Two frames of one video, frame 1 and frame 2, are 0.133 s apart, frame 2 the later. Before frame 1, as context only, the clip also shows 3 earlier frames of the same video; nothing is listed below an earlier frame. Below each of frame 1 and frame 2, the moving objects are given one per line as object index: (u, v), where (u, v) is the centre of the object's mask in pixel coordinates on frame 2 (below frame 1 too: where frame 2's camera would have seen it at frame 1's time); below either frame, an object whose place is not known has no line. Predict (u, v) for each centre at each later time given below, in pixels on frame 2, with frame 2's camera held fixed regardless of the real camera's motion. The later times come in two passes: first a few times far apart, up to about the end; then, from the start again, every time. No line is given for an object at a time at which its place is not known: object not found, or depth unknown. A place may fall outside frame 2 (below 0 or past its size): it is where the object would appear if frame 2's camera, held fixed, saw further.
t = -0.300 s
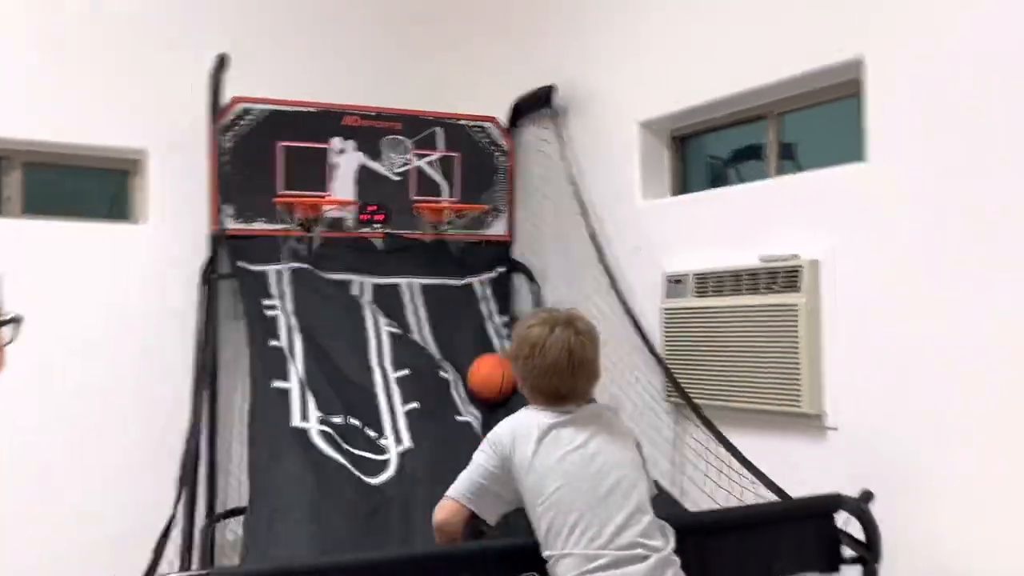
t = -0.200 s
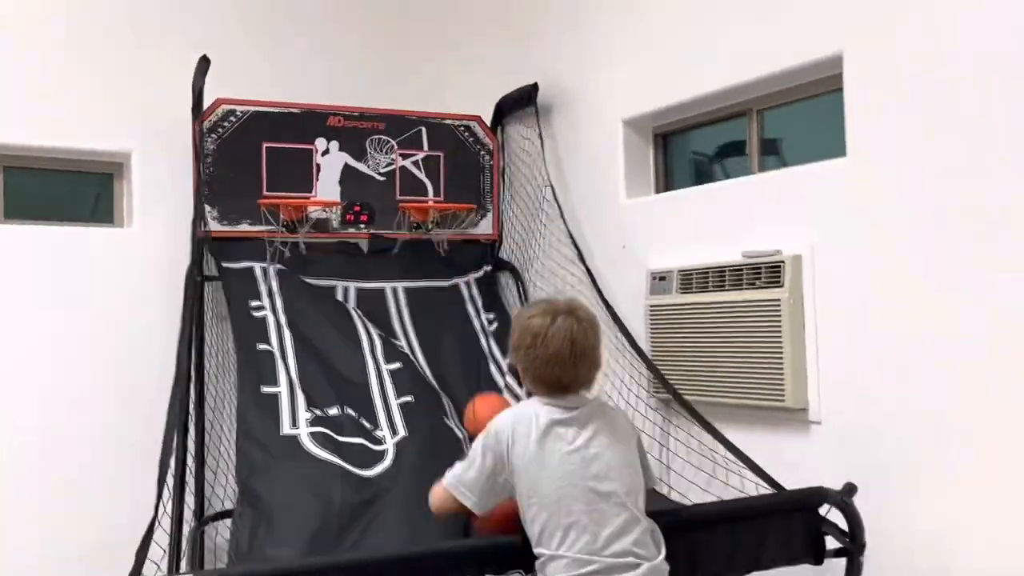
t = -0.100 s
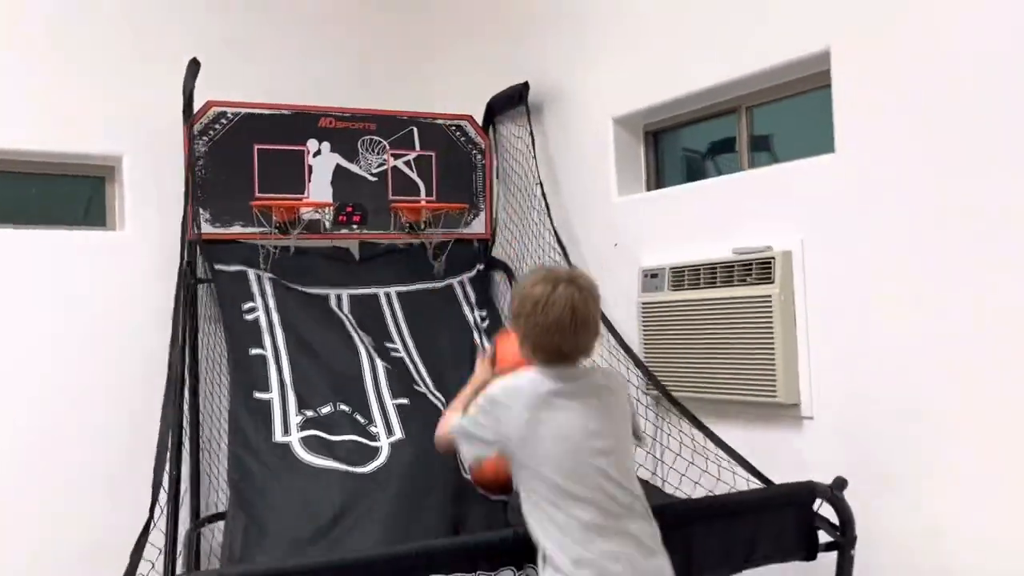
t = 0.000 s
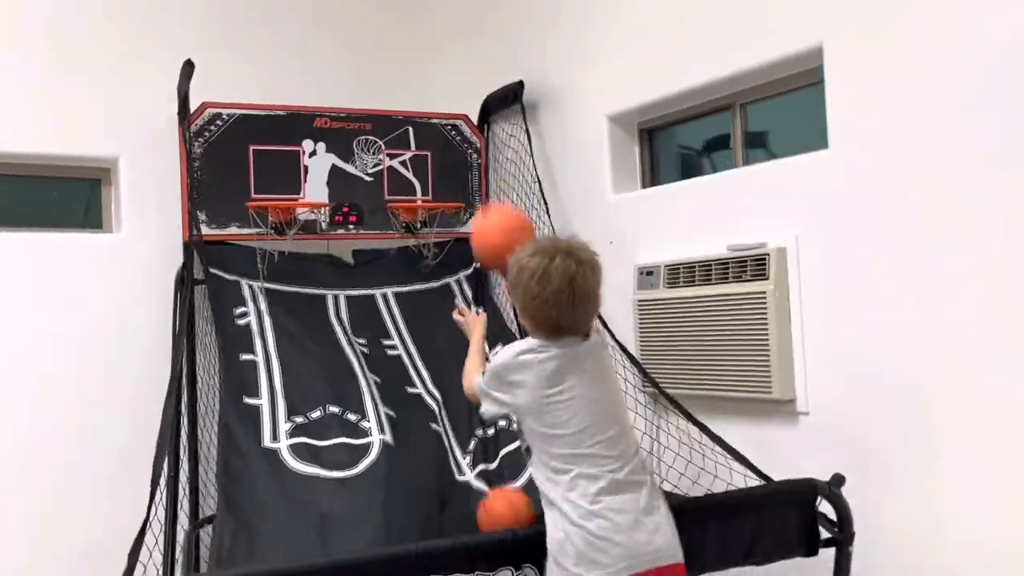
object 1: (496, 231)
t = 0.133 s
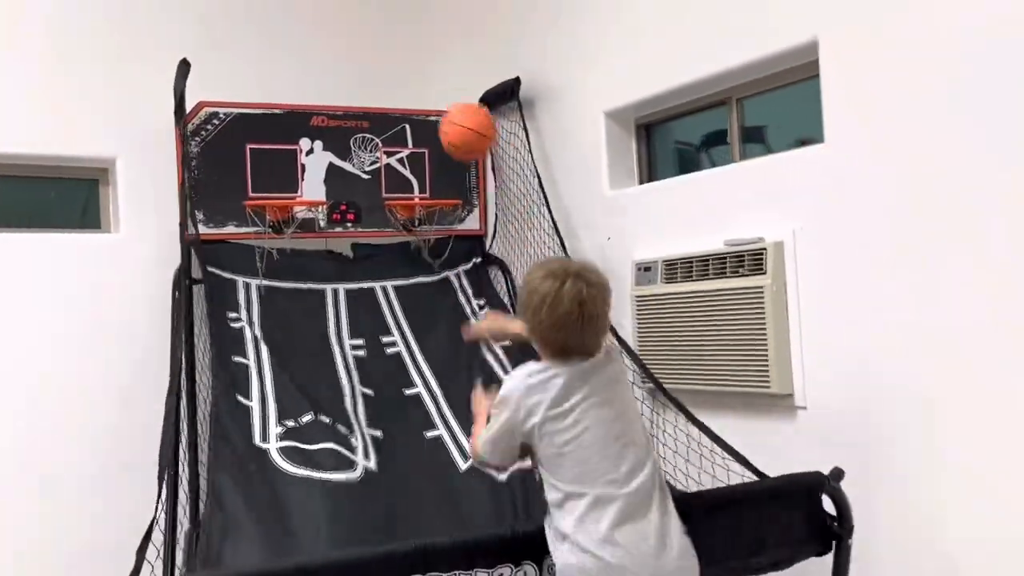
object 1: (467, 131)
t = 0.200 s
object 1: (456, 110)
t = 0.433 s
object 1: (430, 138)
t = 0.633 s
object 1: (426, 189)
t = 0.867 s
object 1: (368, 185)
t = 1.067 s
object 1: (344, 265)
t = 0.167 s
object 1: (462, 119)
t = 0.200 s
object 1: (456, 110)
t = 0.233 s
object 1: (451, 105)
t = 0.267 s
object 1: (446, 104)
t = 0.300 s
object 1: (442, 105)
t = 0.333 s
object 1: (438, 110)
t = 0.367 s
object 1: (435, 117)
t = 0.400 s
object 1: (433, 126)
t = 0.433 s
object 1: (430, 138)
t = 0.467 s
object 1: (428, 151)
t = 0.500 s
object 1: (430, 165)
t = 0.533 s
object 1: (436, 178)
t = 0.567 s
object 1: (439, 186)
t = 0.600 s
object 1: (438, 196)
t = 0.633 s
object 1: (426, 189)
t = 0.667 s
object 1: (414, 186)
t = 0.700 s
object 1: (404, 183)
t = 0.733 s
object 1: (396, 180)
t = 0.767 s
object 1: (390, 179)
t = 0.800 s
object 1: (382, 179)
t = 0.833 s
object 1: (375, 181)
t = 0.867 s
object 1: (368, 185)
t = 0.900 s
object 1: (362, 192)
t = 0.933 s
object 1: (356, 202)
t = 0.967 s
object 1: (351, 213)
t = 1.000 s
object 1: (349, 227)
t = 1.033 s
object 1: (346, 246)
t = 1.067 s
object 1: (344, 265)
